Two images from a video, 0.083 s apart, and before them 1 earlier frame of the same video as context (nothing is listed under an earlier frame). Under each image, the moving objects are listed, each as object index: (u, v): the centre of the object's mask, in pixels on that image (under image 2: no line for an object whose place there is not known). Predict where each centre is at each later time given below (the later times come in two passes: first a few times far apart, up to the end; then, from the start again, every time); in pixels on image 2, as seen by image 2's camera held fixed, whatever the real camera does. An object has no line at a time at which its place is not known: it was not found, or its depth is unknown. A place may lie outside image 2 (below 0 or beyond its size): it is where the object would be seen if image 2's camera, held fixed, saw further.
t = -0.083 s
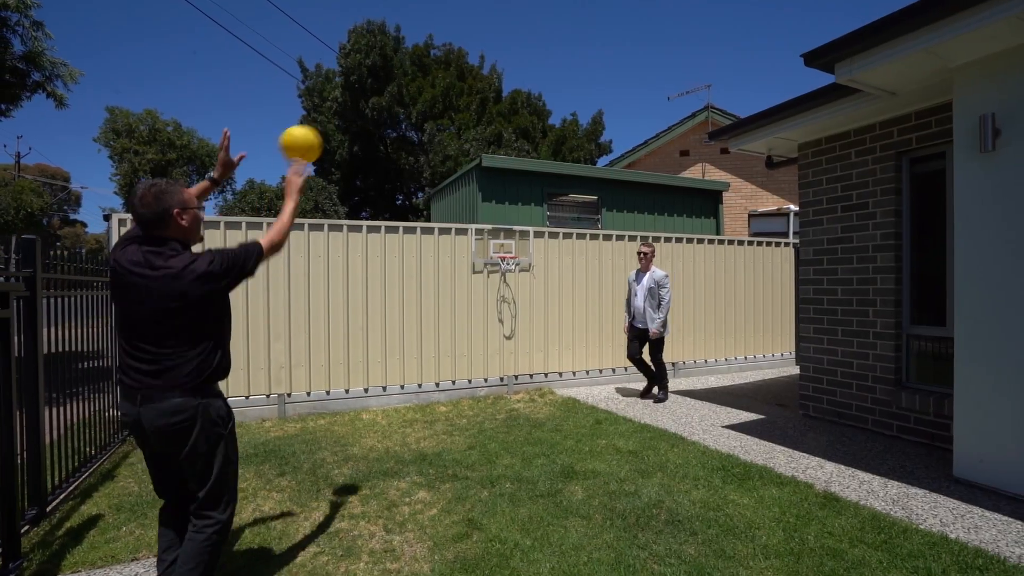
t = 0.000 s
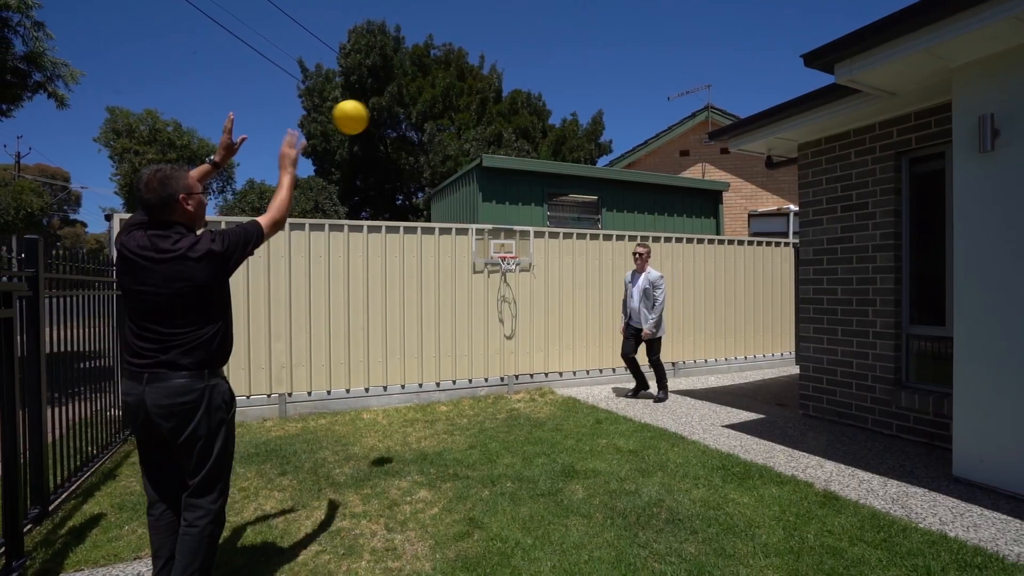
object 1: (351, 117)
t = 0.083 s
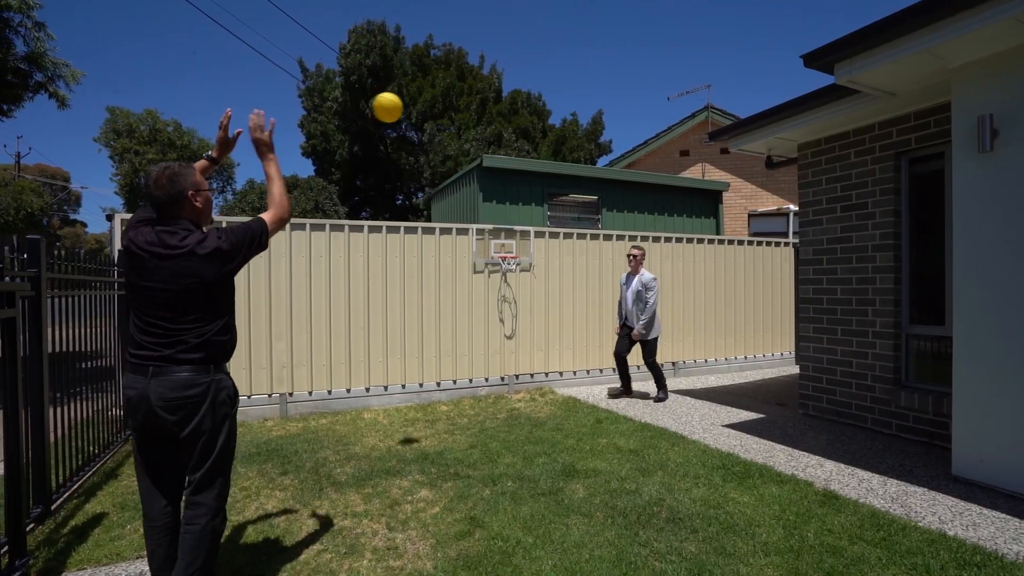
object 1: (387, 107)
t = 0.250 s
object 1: (439, 118)
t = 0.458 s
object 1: (478, 163)
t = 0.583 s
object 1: (492, 198)
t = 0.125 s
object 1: (402, 106)
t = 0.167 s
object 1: (418, 108)
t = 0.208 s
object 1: (429, 112)
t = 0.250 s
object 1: (439, 118)
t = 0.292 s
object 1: (448, 125)
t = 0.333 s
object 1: (456, 133)
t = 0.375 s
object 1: (464, 141)
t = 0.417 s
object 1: (472, 153)
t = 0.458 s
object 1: (478, 163)
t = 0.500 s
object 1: (483, 174)
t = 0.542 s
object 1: (488, 186)
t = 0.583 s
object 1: (492, 198)
